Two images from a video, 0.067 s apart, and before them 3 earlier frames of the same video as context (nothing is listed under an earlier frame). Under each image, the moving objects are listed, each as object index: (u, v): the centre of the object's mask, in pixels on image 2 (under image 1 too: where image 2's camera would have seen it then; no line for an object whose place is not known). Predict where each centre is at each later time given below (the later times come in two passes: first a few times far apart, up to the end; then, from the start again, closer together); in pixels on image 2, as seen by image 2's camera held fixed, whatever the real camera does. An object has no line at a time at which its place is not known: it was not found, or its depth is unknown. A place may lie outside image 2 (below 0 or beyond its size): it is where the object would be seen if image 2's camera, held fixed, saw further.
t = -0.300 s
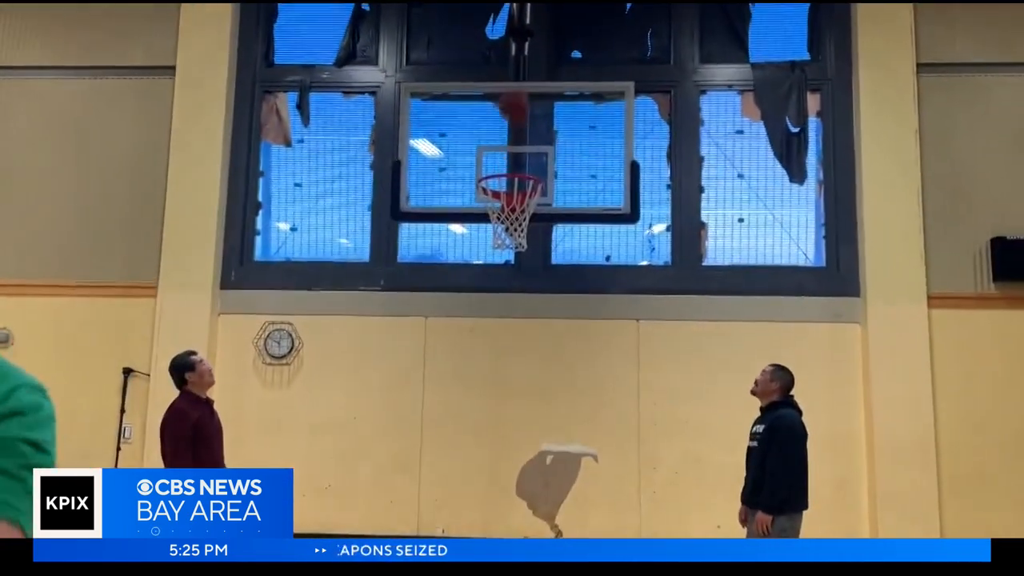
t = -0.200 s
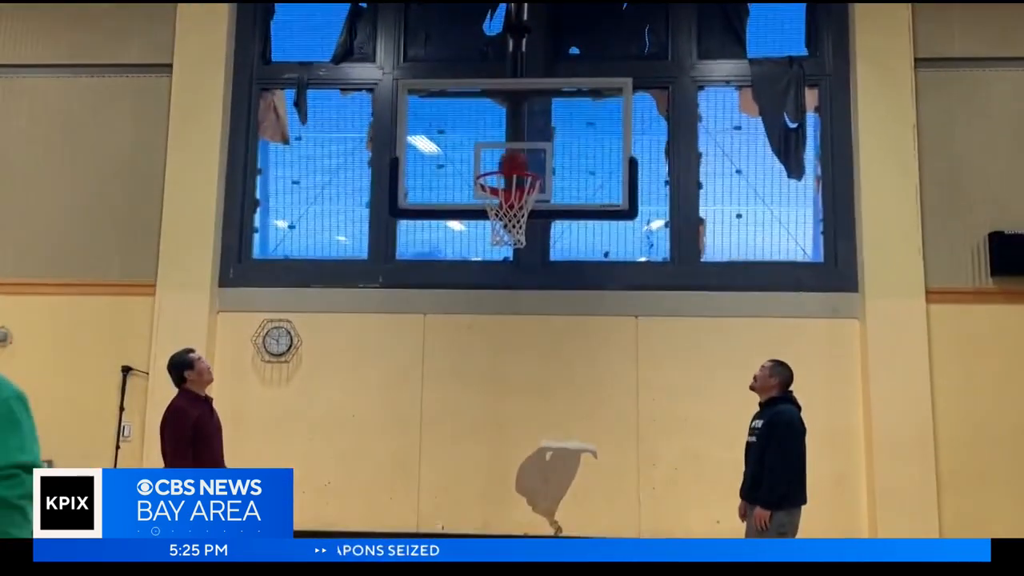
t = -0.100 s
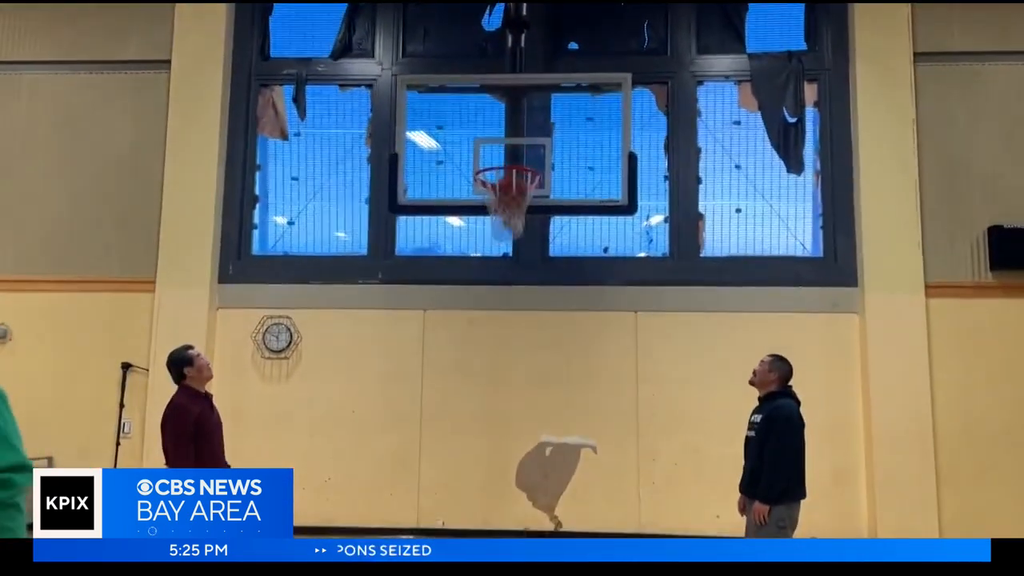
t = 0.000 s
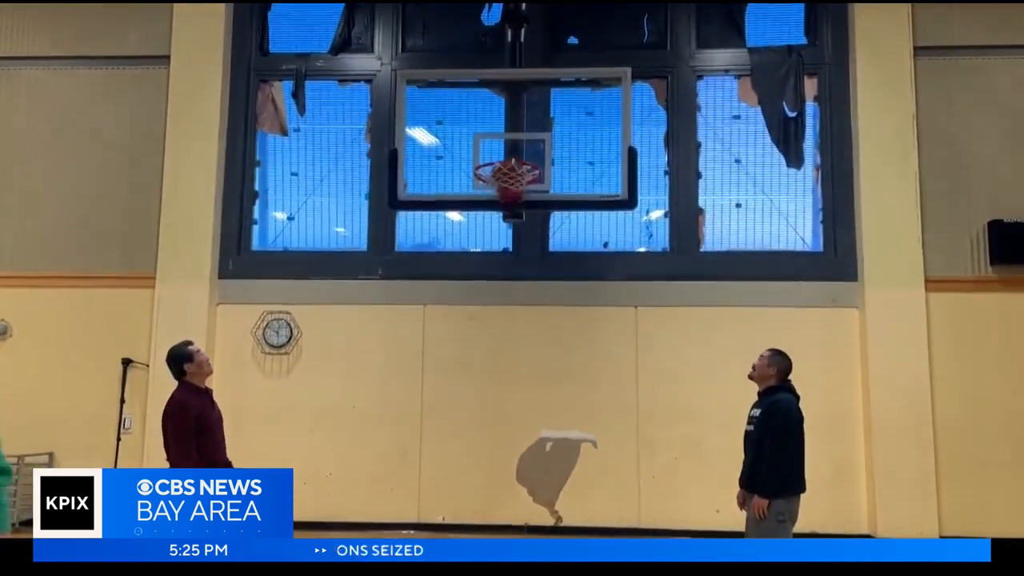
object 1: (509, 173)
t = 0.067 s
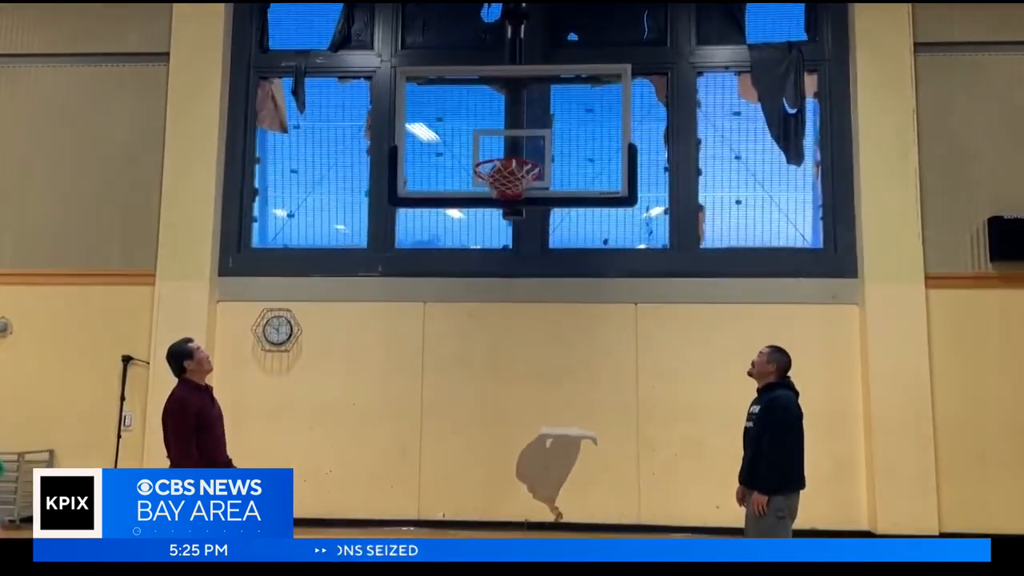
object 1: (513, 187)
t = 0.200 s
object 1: (505, 189)
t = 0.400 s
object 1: (510, 256)
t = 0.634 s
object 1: (509, 369)
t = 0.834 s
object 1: (510, 521)
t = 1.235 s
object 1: (511, 397)
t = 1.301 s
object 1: (511, 382)
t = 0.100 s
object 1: (507, 176)
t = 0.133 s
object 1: (513, 184)
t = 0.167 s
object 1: (515, 203)
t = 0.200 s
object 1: (505, 189)
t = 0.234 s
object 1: (508, 209)
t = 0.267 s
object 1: (498, 210)
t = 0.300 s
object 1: (508, 230)
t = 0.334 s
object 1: (510, 233)
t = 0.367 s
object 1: (509, 244)
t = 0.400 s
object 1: (510, 256)
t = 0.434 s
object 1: (509, 266)
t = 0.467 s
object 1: (508, 280)
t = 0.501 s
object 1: (508, 295)
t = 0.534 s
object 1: (509, 312)
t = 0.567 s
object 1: (510, 329)
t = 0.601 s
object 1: (509, 348)
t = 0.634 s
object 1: (509, 369)
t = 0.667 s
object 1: (509, 391)
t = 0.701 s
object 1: (510, 413)
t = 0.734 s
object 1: (510, 438)
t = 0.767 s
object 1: (510, 465)
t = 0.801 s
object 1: (510, 492)
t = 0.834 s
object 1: (510, 521)
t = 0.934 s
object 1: (508, 540)
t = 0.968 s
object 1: (508, 518)
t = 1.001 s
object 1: (508, 497)
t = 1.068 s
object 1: (509, 462)
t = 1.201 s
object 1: (510, 407)
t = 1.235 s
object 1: (511, 397)
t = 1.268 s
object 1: (511, 389)
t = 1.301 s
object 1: (511, 382)
